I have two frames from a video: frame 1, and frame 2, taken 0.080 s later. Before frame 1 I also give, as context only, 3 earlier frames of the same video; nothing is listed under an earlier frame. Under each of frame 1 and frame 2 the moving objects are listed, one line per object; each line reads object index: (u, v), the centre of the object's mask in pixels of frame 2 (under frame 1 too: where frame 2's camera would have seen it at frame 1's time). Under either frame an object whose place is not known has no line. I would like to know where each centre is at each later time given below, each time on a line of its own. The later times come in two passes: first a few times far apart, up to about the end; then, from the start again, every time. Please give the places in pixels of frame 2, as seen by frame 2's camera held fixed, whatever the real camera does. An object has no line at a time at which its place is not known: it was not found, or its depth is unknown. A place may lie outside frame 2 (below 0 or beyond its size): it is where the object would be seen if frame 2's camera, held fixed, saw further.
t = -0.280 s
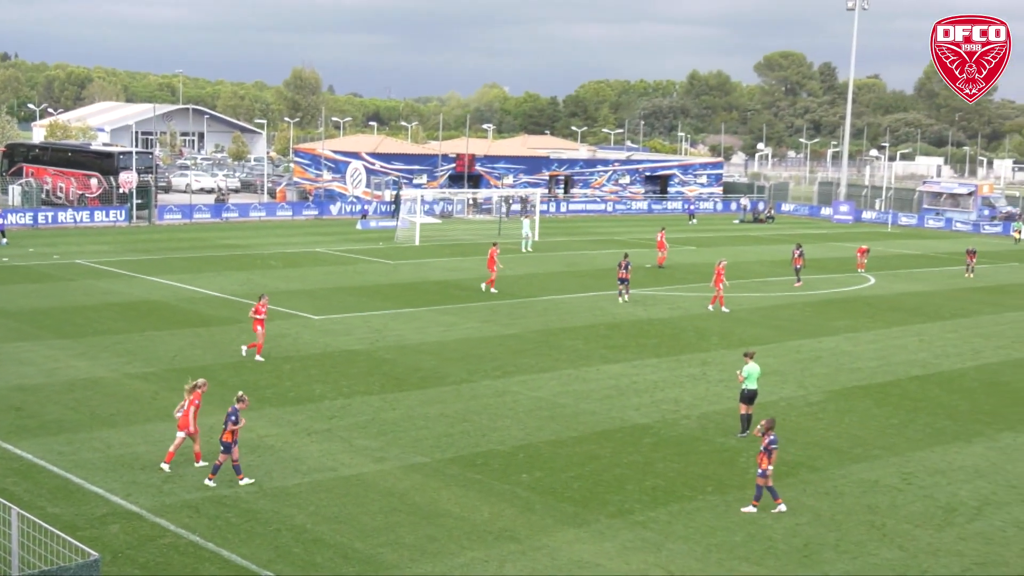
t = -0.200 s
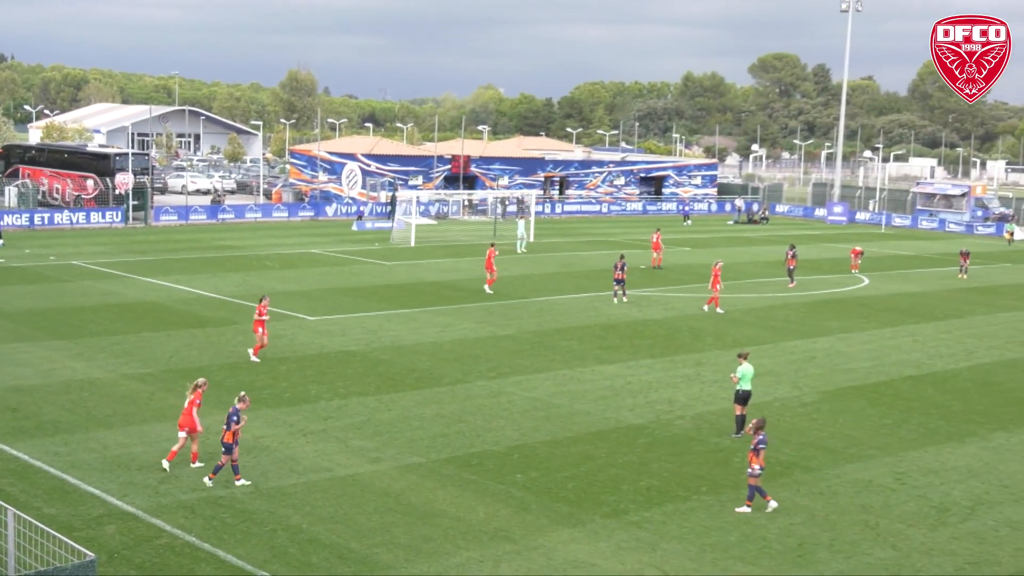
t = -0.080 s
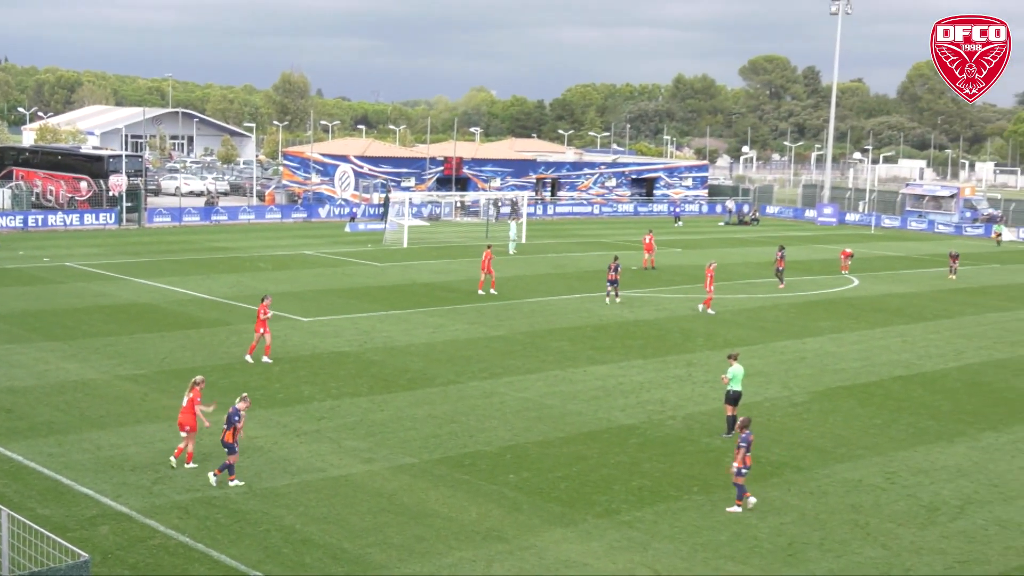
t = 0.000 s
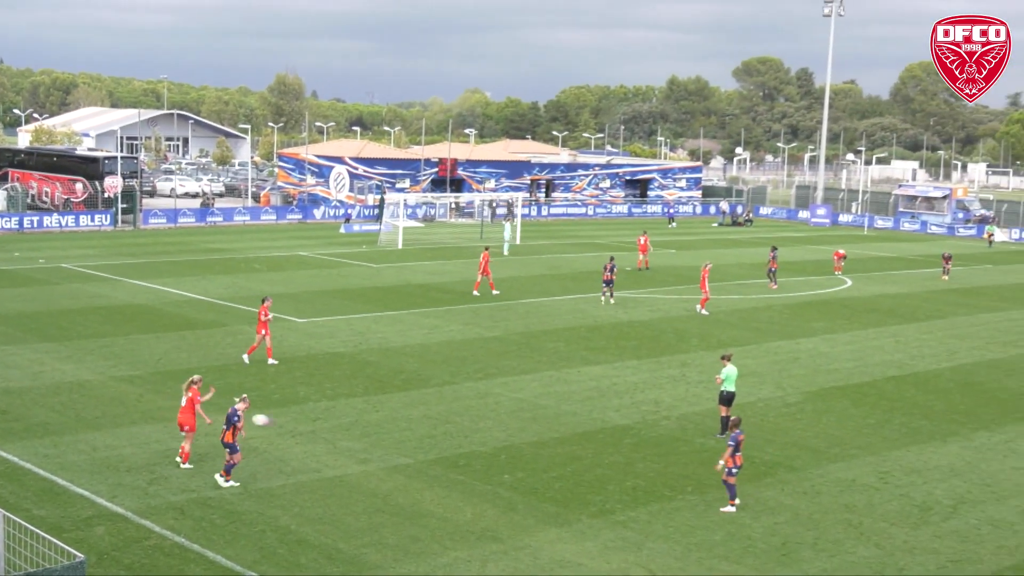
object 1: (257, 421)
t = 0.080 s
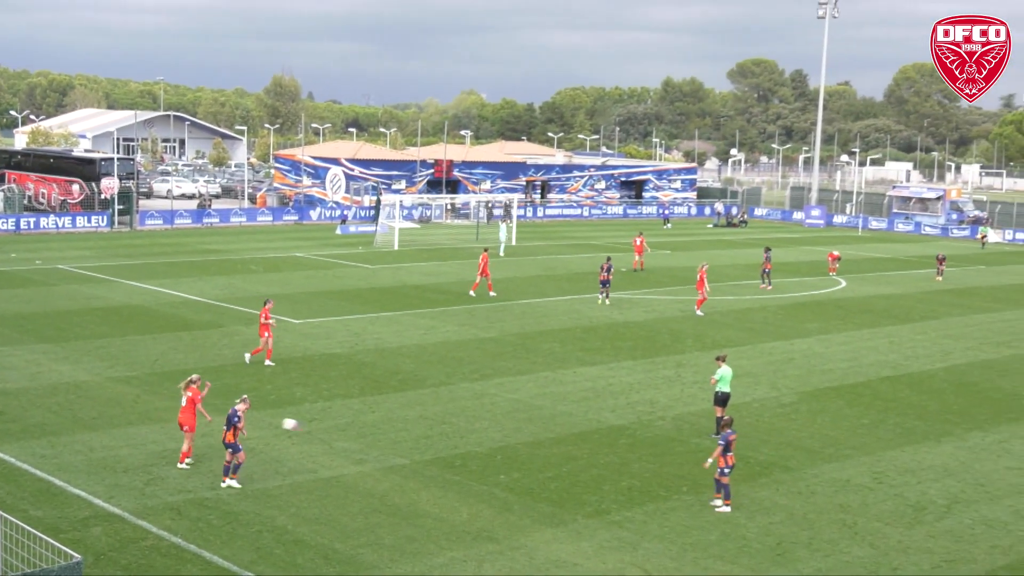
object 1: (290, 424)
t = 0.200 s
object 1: (337, 437)
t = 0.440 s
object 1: (408, 443)
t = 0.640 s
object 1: (450, 439)
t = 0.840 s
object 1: (489, 453)
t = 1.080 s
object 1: (538, 452)
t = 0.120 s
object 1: (305, 427)
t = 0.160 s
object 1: (321, 431)
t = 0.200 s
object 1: (337, 437)
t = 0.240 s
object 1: (352, 443)
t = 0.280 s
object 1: (368, 450)
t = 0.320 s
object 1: (381, 455)
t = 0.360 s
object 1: (390, 451)
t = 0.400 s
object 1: (399, 446)
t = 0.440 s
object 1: (408, 443)
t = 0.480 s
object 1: (417, 440)
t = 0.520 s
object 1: (426, 439)
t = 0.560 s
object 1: (434, 438)
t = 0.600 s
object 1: (442, 438)
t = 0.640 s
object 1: (450, 439)
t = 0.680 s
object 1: (458, 441)
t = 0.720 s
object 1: (466, 444)
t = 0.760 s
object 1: (474, 447)
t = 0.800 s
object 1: (481, 452)
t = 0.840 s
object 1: (489, 453)
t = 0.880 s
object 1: (497, 451)
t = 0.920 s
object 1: (506, 449)
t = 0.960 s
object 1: (514, 448)
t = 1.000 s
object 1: (522, 449)
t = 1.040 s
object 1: (530, 450)
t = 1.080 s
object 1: (538, 452)
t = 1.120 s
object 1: (545, 453)
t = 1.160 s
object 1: (553, 452)
